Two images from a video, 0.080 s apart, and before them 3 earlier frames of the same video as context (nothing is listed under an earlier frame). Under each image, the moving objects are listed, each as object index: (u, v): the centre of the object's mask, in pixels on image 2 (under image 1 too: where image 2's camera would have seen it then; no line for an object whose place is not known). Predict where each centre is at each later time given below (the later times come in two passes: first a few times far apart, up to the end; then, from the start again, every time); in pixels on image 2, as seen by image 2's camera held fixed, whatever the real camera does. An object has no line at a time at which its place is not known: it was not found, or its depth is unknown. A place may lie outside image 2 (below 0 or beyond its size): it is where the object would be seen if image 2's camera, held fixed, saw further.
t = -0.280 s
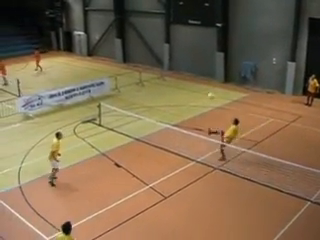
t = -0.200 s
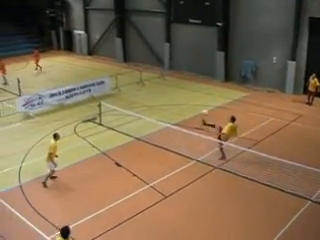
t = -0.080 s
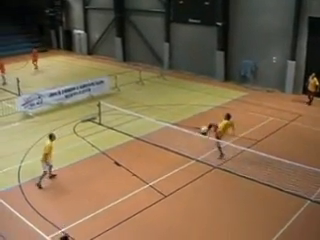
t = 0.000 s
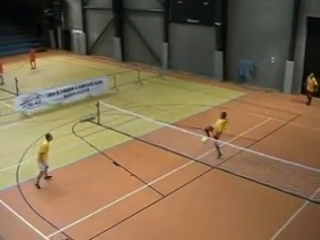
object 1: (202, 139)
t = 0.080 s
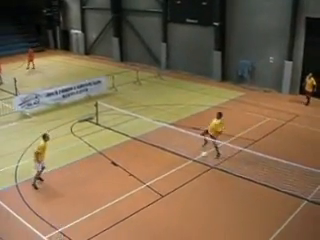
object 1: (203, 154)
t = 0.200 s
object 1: (207, 178)
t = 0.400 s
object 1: (215, 177)
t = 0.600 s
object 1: (227, 181)
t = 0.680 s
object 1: (231, 188)
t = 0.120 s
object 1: (204, 161)
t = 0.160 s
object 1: (205, 169)
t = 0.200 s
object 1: (207, 178)
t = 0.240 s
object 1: (207, 182)
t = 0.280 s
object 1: (209, 180)
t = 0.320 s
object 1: (211, 179)
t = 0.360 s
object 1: (213, 178)
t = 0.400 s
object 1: (215, 177)
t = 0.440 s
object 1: (217, 177)
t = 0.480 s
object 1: (220, 177)
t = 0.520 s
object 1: (222, 178)
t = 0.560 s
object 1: (224, 179)
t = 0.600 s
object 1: (227, 181)
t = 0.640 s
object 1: (229, 184)
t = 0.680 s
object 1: (231, 188)
